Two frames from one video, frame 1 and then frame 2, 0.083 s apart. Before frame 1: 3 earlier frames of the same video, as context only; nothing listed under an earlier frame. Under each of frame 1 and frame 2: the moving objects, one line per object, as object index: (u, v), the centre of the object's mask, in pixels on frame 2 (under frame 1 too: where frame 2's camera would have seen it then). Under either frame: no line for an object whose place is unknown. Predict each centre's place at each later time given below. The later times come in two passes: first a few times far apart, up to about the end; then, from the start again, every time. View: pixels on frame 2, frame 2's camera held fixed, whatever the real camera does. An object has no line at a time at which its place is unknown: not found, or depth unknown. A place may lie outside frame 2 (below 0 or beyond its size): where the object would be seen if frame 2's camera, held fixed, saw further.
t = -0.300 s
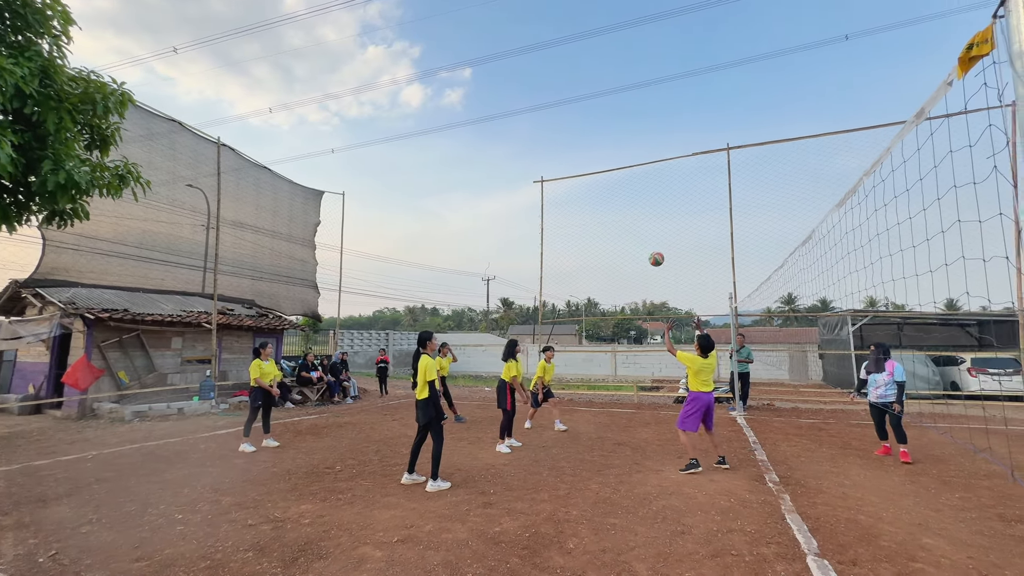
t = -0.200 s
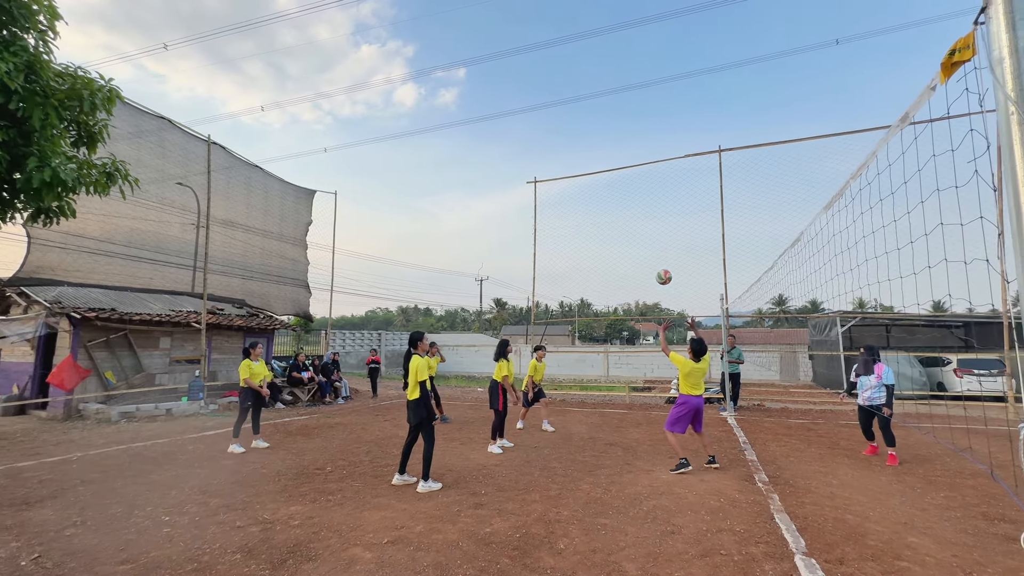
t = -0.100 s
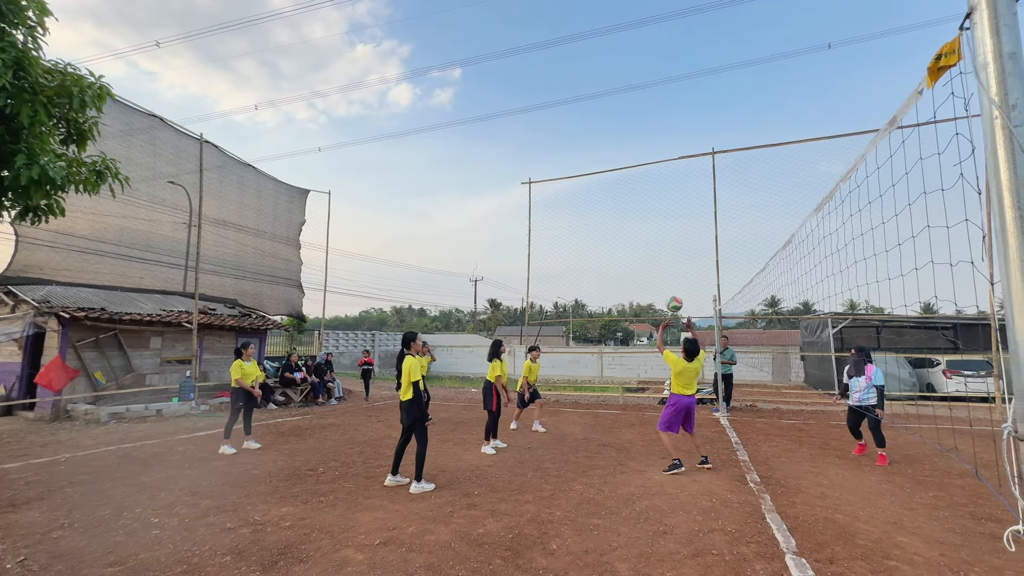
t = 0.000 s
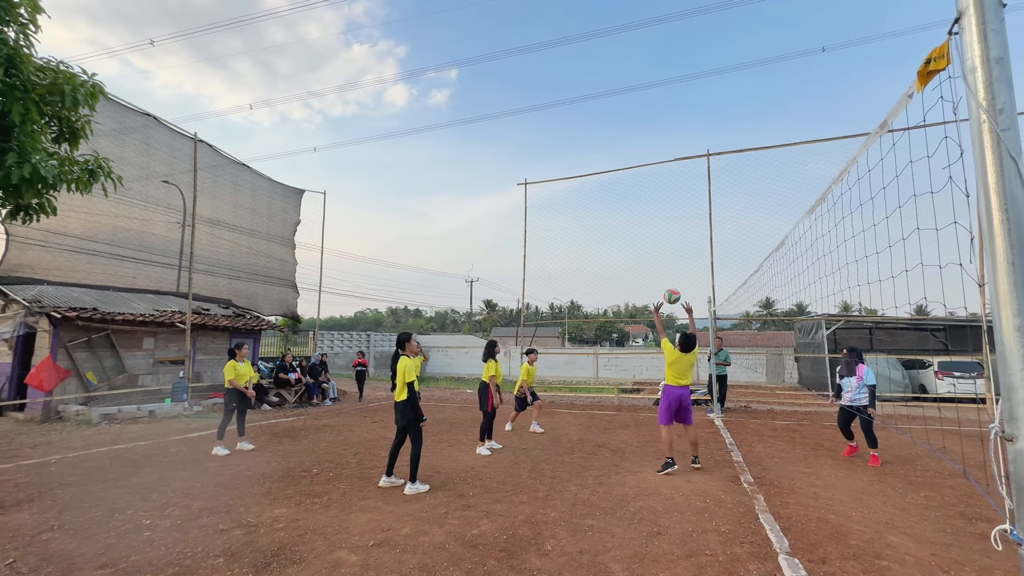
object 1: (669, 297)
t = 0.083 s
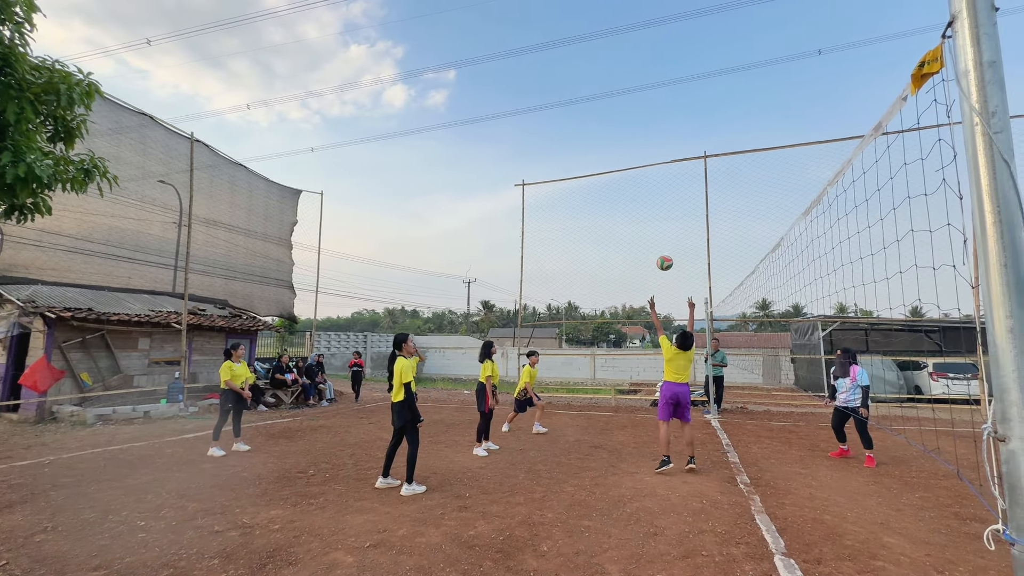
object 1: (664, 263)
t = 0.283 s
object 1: (656, 207)
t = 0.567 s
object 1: (648, 183)
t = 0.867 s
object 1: (643, 215)
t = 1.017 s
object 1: (642, 250)
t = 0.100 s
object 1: (664, 257)
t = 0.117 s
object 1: (663, 251)
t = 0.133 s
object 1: (662, 246)
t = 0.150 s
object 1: (661, 240)
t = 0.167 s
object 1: (661, 235)
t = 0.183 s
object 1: (660, 231)
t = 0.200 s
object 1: (659, 226)
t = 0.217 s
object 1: (659, 222)
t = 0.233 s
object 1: (658, 218)
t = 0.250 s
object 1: (657, 214)
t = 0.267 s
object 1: (657, 211)
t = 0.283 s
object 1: (656, 207)
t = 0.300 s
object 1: (656, 204)
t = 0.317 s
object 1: (655, 201)
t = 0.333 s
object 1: (654, 199)
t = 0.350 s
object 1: (654, 196)
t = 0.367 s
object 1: (653, 194)
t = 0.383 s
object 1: (653, 192)
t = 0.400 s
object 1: (652, 190)
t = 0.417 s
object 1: (652, 189)
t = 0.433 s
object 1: (652, 187)
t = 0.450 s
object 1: (651, 186)
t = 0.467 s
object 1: (651, 185)
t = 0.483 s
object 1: (650, 184)
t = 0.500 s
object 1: (650, 184)
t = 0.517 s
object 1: (649, 183)
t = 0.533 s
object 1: (649, 183)
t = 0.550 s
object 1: (649, 183)
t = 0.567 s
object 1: (648, 183)
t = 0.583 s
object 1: (648, 183)
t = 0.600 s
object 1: (648, 184)
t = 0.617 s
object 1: (647, 184)
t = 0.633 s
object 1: (647, 185)
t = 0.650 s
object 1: (647, 186)
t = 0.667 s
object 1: (646, 187)
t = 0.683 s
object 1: (646, 189)
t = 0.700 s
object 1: (646, 190)
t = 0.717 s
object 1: (646, 192)
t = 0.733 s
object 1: (645, 194)
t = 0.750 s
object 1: (645, 196)
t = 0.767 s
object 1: (645, 198)
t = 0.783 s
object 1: (644, 200)
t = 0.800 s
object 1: (644, 203)
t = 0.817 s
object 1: (644, 206)
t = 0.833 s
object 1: (644, 208)
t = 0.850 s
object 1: (644, 211)
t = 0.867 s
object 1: (643, 215)
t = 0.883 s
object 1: (643, 218)
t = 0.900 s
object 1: (643, 221)
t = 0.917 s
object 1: (643, 225)
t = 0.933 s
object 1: (643, 229)
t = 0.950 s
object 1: (643, 233)
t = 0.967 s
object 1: (642, 237)
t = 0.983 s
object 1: (642, 241)
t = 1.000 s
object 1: (642, 246)
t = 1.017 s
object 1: (642, 250)
